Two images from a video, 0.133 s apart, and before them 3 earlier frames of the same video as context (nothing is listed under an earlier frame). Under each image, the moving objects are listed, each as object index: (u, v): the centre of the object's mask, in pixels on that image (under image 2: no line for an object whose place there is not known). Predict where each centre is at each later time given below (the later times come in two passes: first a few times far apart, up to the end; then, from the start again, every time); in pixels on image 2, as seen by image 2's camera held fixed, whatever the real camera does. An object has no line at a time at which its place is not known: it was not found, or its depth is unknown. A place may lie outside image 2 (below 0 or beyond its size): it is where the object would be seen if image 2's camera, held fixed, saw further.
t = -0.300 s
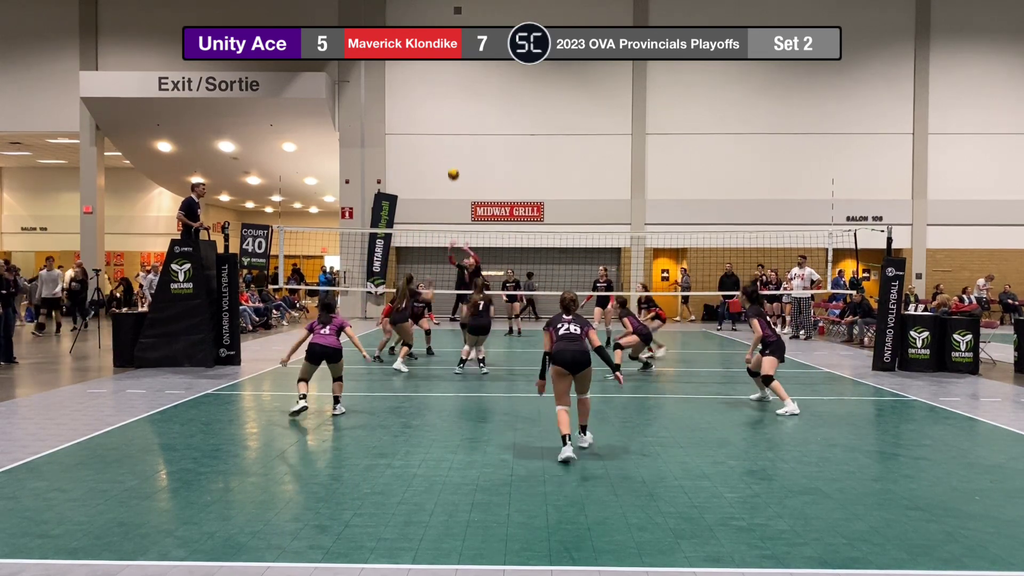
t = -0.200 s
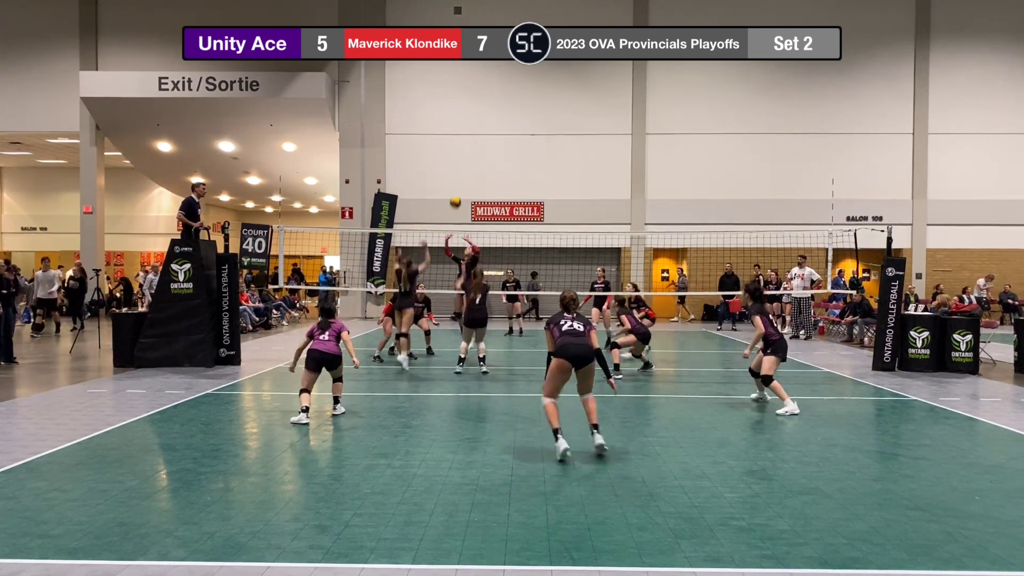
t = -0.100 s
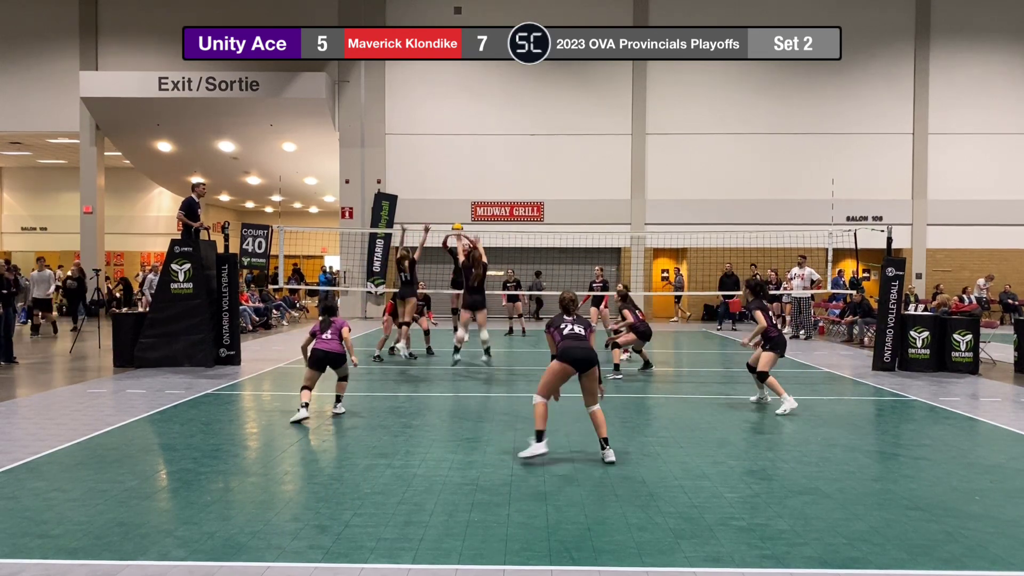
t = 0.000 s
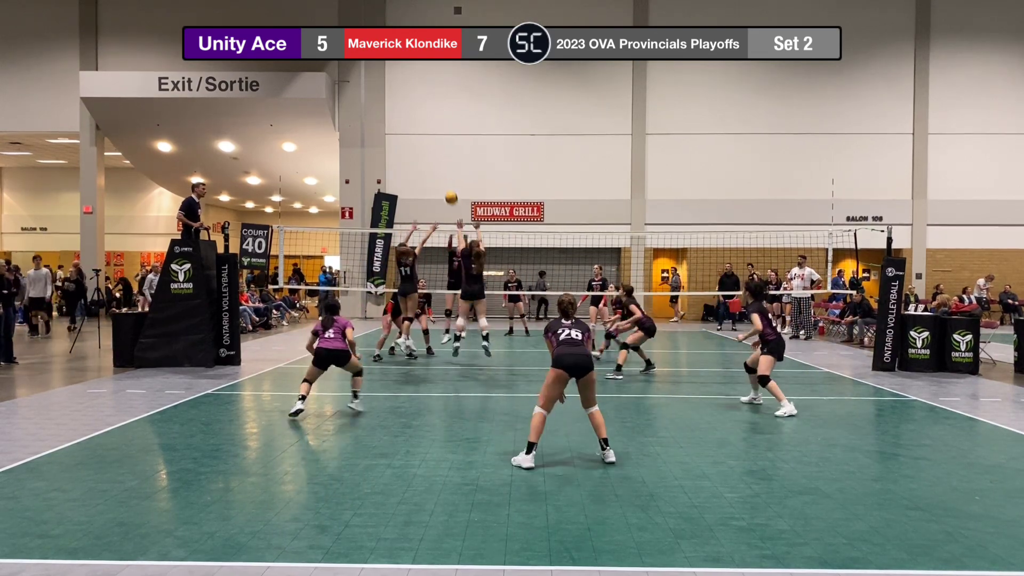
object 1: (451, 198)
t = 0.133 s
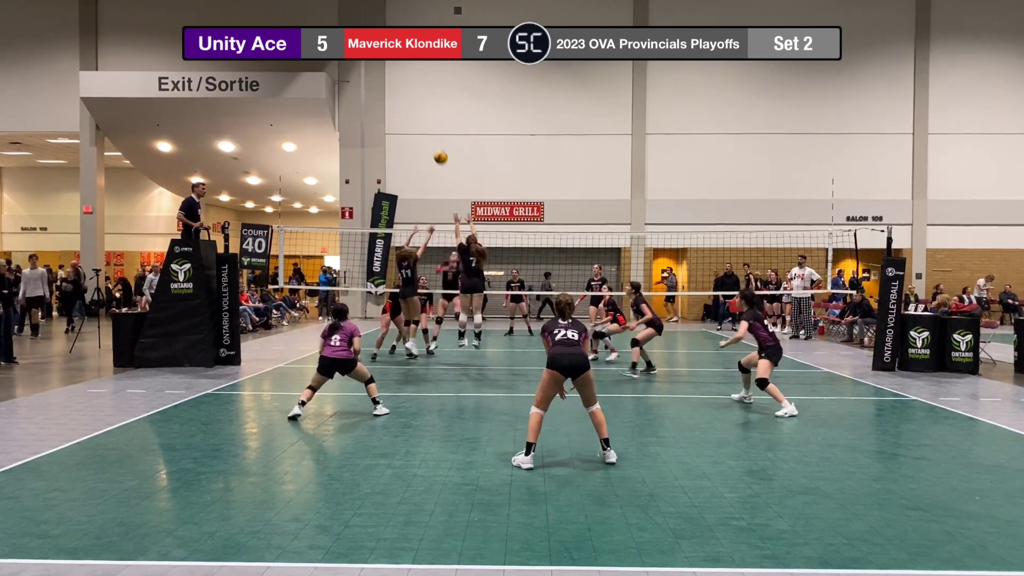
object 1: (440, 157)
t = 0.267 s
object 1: (428, 123)
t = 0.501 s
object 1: (404, 82)
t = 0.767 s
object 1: (367, 81)
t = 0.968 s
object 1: (331, 136)
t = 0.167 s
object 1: (437, 148)
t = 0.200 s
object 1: (434, 140)
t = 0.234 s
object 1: (431, 131)
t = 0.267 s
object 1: (428, 123)
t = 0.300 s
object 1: (425, 115)
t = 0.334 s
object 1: (422, 108)
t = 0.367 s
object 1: (419, 102)
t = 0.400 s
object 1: (415, 96)
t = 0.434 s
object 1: (412, 90)
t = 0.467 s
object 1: (408, 86)
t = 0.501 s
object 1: (404, 82)
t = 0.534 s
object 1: (400, 78)
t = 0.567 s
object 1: (396, 76)
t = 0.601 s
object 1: (392, 74)
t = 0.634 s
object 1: (387, 73)
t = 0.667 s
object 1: (382, 74)
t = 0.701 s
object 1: (377, 75)
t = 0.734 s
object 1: (373, 77)
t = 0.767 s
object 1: (367, 81)
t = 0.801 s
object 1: (362, 87)
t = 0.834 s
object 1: (356, 93)
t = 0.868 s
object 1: (350, 101)
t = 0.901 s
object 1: (344, 111)
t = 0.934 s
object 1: (337, 123)
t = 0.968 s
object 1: (331, 136)
